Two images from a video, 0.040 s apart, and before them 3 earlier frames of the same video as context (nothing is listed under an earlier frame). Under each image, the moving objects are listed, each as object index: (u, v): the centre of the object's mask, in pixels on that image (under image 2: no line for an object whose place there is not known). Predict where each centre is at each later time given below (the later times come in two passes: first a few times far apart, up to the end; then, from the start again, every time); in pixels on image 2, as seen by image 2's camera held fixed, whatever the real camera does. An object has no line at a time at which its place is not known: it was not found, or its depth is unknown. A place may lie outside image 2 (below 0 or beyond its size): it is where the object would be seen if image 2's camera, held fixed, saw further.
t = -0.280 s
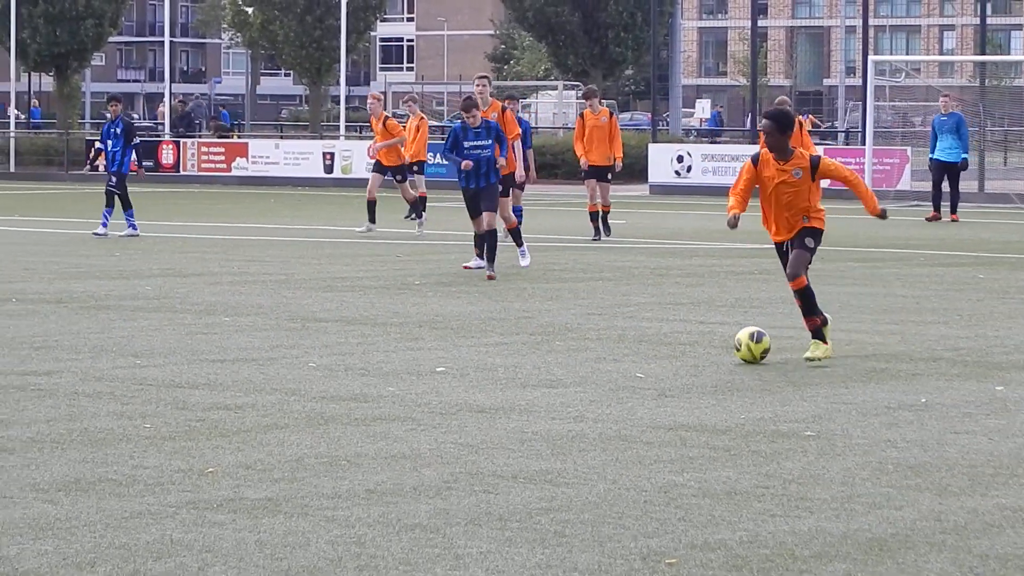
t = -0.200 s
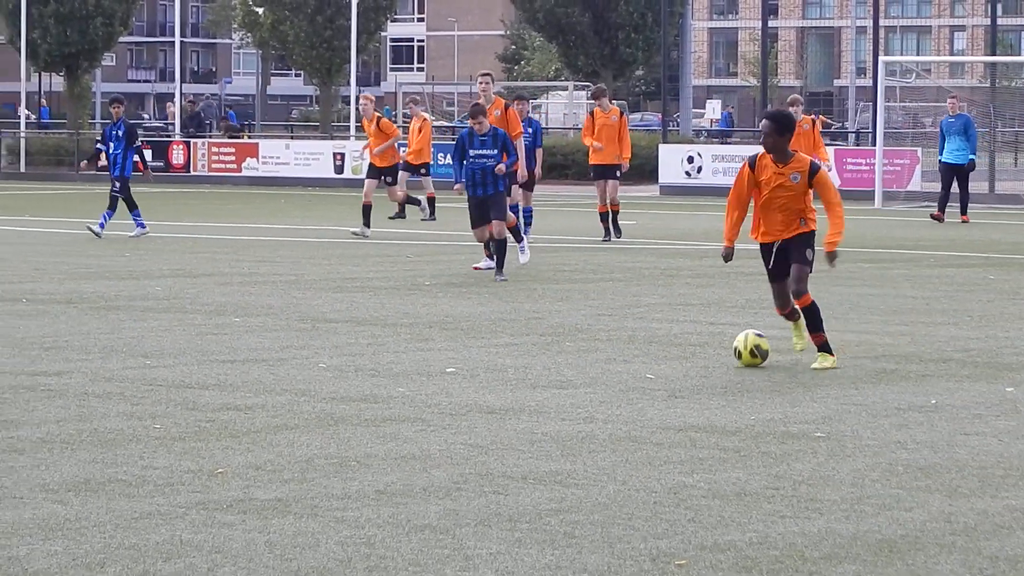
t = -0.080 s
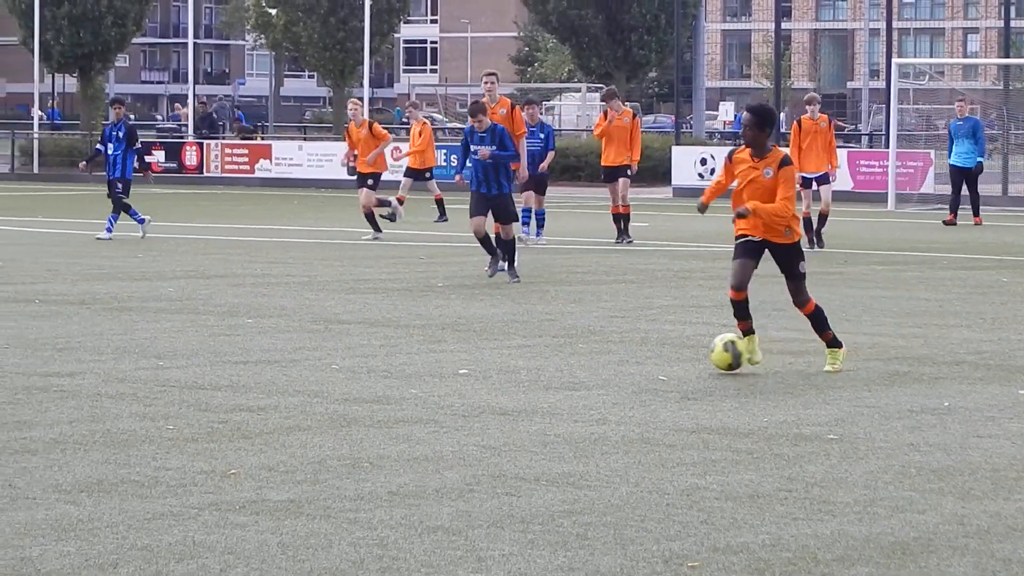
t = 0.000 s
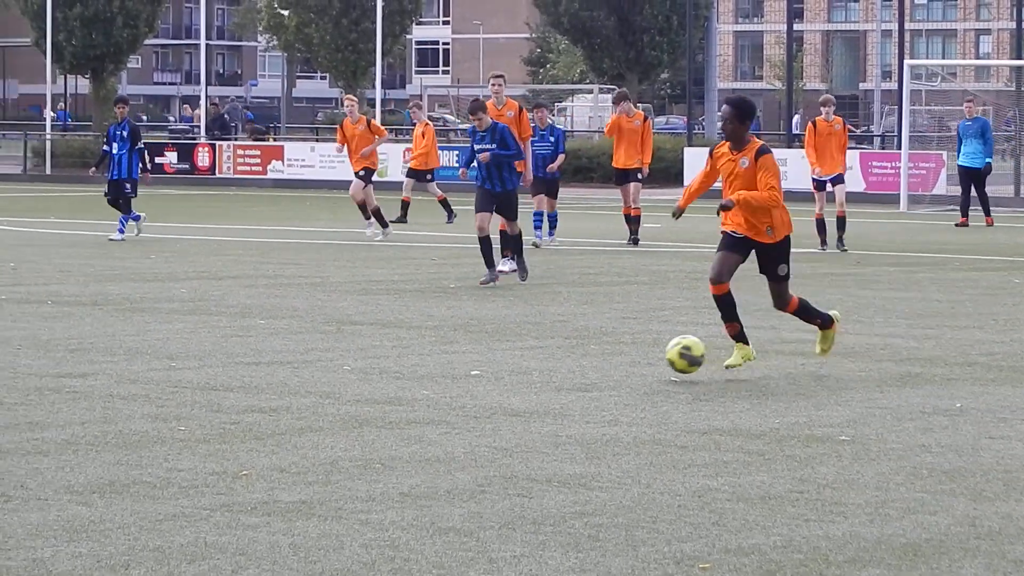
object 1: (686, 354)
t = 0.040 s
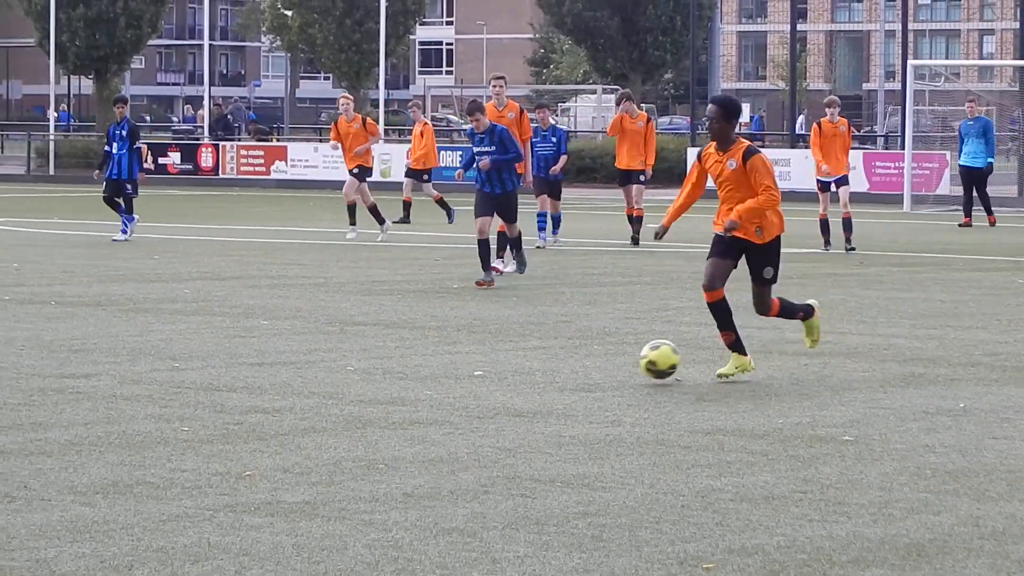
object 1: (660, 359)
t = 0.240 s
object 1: (523, 376)
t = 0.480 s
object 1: (377, 388)
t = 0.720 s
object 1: (248, 399)
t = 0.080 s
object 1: (630, 367)
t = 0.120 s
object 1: (603, 367)
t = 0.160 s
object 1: (577, 367)
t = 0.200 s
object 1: (550, 370)
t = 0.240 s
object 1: (523, 376)
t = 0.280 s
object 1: (497, 378)
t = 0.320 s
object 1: (474, 376)
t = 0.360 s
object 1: (449, 377)
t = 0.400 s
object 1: (425, 381)
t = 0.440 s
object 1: (399, 390)
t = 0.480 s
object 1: (377, 388)
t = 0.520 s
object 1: (356, 386)
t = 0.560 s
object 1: (336, 387)
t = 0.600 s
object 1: (314, 393)
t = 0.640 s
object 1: (292, 402)
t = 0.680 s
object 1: (270, 399)
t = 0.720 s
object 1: (248, 399)
